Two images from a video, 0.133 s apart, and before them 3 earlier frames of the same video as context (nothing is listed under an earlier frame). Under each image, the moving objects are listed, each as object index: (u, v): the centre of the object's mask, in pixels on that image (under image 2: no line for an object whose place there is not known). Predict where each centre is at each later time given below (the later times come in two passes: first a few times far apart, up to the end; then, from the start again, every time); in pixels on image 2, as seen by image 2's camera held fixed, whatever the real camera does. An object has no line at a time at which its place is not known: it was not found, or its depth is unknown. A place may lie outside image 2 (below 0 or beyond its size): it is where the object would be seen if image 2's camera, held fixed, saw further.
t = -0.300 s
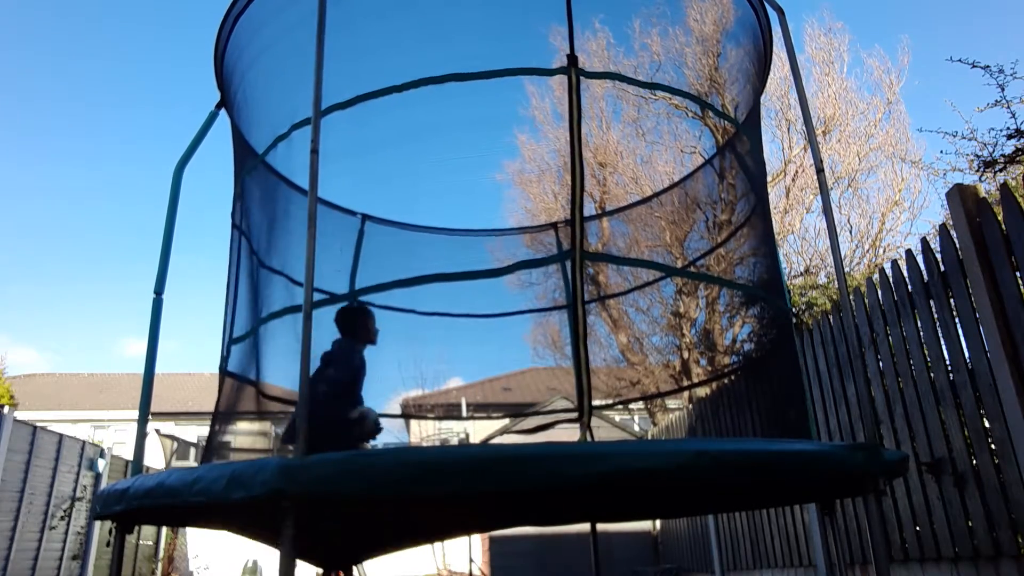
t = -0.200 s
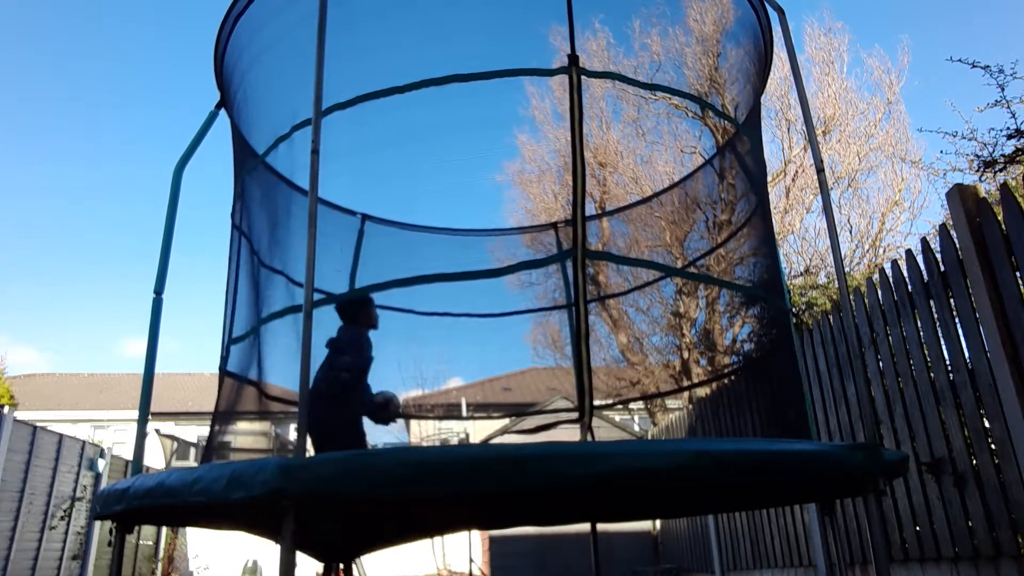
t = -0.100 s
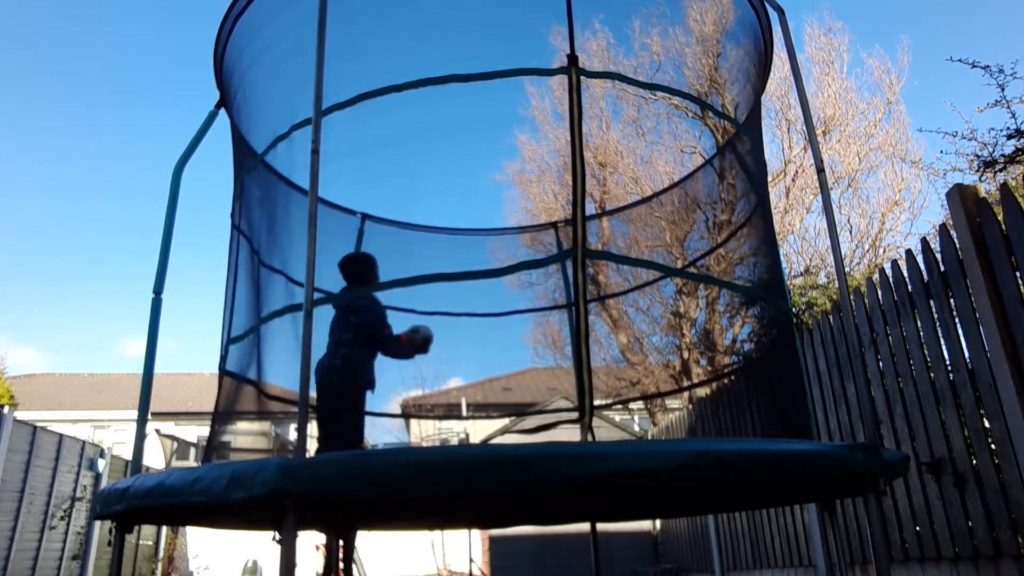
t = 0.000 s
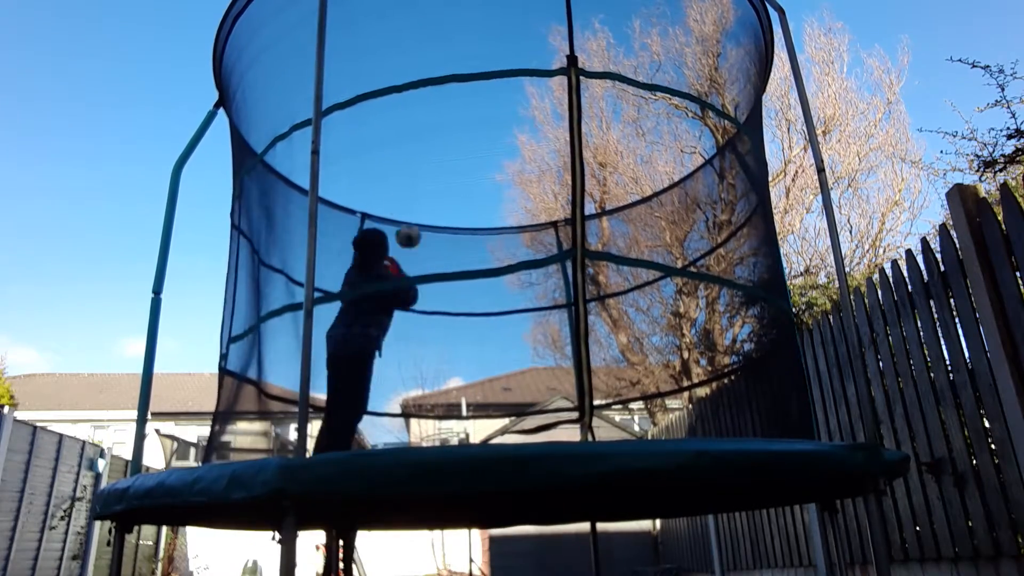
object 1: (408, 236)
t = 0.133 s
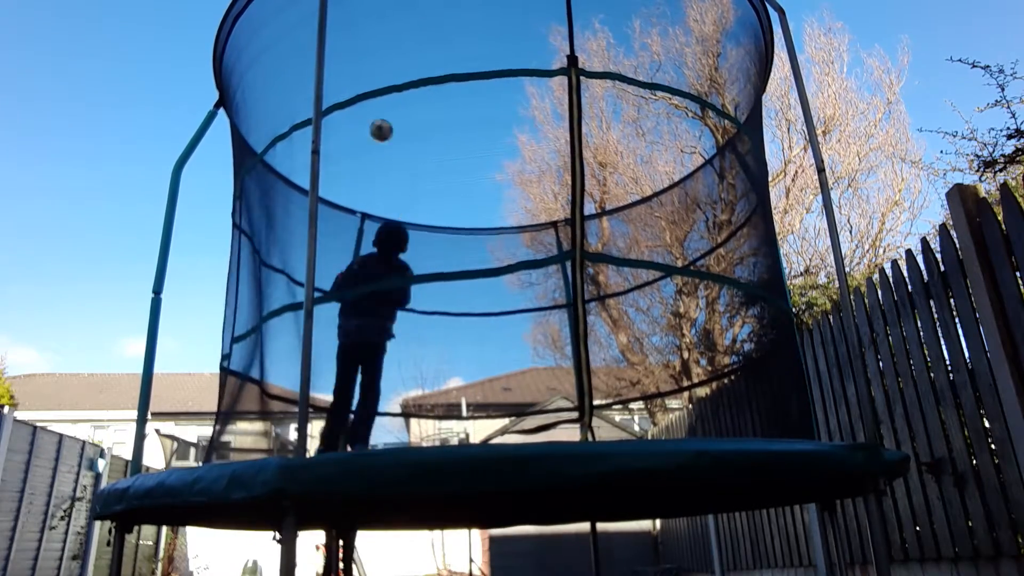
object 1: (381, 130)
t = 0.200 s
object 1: (368, 86)
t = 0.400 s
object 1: (338, 23)
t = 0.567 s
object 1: (313, 7)
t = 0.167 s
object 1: (375, 110)
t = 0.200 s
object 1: (368, 86)
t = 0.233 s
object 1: (364, 75)
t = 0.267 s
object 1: (359, 61)
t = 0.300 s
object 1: (354, 49)
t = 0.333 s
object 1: (348, 39)
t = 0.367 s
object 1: (343, 30)
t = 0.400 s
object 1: (338, 23)
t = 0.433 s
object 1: (334, 17)
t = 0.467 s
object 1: (332, 13)
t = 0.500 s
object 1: (326, 9)
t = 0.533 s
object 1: (314, 7)
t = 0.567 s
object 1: (313, 7)
